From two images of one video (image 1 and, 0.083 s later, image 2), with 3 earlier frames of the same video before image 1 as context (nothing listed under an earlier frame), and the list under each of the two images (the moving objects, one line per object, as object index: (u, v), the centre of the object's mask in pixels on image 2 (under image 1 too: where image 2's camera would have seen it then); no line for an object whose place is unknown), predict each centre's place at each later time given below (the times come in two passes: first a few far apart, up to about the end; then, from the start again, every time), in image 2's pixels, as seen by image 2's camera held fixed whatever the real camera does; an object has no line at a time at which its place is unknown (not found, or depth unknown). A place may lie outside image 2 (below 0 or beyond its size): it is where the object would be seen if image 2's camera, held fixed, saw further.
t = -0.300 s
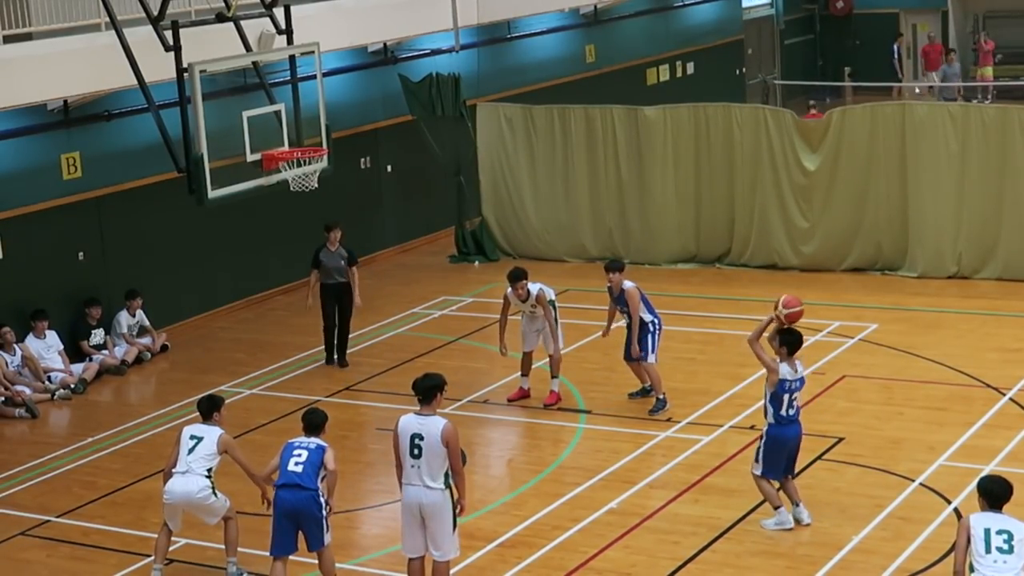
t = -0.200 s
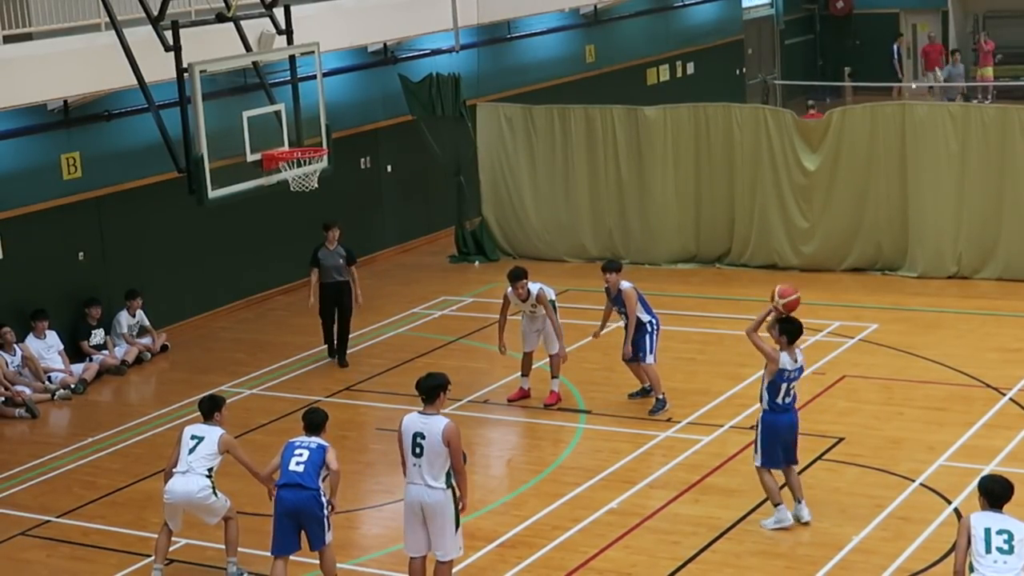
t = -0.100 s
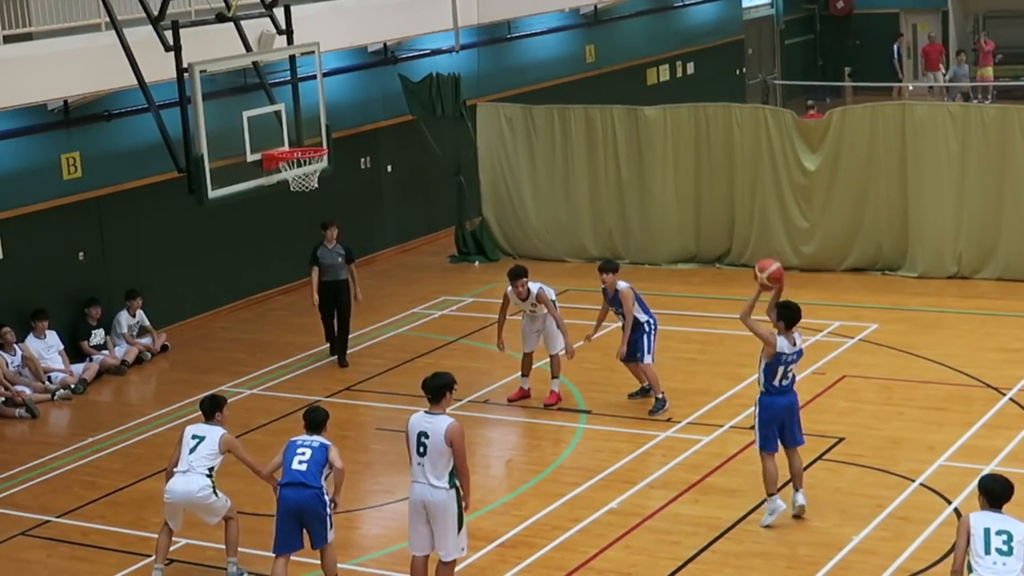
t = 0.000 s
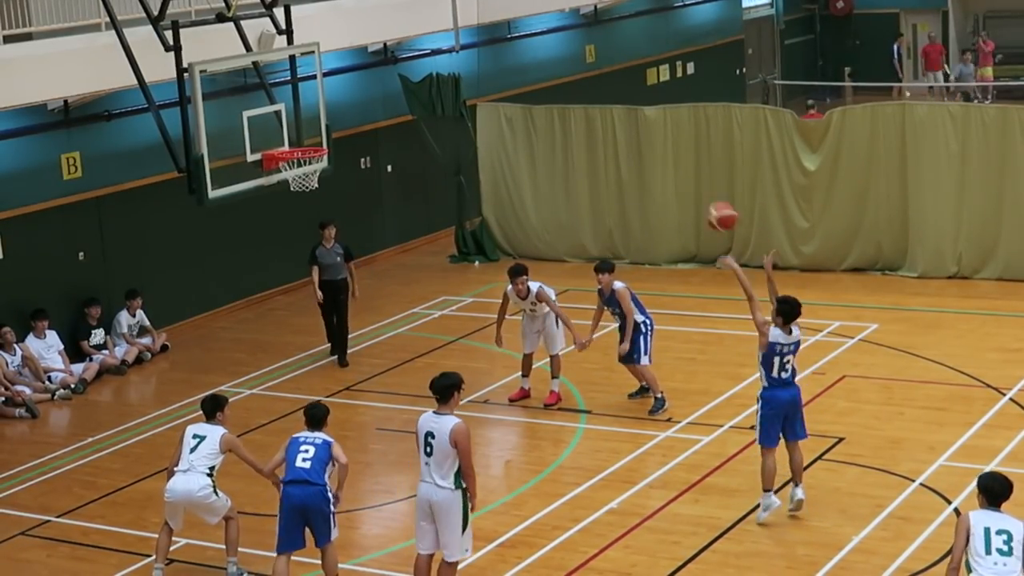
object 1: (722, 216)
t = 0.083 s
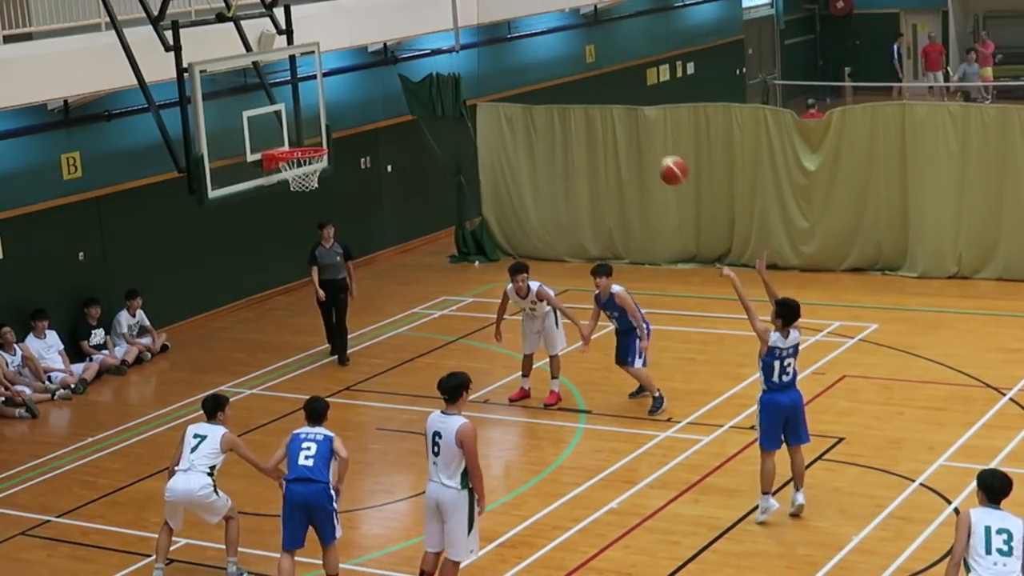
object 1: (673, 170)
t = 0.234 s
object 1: (588, 110)
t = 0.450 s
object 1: (478, 71)
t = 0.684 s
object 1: (371, 89)
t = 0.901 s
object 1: (295, 139)
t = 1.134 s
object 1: (286, 130)
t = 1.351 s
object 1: (281, 178)
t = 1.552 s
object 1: (282, 276)
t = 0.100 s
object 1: (664, 162)
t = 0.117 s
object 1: (654, 154)
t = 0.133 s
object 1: (644, 147)
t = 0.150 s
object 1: (635, 140)
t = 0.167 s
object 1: (625, 133)
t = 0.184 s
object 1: (616, 127)
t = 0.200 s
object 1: (606, 121)
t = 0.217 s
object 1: (597, 115)
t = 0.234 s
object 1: (588, 110)
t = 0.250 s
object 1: (579, 104)
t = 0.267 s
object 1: (570, 100)
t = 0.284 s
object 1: (562, 95)
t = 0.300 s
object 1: (553, 92)
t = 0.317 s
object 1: (544, 88)
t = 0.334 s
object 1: (536, 85)
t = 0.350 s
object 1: (527, 82)
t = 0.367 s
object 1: (518, 79)
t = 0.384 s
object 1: (510, 76)
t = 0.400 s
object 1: (502, 75)
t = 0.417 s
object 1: (493, 73)
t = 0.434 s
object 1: (486, 71)
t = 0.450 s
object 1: (478, 71)
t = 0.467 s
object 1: (470, 70)
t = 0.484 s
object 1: (462, 70)
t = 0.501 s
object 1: (454, 69)
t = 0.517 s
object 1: (448, 70)
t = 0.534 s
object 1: (439, 70)
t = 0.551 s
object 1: (430, 72)
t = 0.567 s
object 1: (423, 73)
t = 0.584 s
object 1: (415, 74)
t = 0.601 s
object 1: (408, 76)
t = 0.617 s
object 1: (400, 78)
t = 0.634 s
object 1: (393, 80)
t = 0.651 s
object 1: (386, 83)
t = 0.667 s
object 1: (379, 86)
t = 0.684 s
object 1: (371, 89)
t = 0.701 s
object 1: (364, 92)
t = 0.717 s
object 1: (357, 96)
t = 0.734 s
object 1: (351, 100)
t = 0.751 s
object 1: (344, 104)
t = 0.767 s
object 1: (336, 109)
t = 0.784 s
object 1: (330, 114)
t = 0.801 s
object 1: (323, 118)
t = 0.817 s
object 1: (317, 125)
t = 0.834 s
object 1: (310, 130)
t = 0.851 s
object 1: (304, 134)
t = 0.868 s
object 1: (297, 140)
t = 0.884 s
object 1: (294, 141)
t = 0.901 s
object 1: (295, 139)
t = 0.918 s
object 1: (293, 137)
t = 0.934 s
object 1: (293, 135)
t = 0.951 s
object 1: (292, 134)
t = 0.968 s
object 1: (292, 132)
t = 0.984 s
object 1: (290, 130)
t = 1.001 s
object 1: (289, 129)
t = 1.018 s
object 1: (289, 129)
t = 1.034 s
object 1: (289, 128)
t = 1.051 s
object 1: (289, 128)
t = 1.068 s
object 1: (288, 128)
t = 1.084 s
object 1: (288, 128)
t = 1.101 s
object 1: (287, 129)
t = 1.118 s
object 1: (286, 129)
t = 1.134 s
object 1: (286, 130)
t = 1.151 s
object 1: (285, 132)
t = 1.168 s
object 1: (284, 134)
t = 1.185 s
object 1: (284, 137)
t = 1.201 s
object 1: (283, 139)
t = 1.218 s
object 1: (282, 142)
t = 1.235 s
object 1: (282, 144)
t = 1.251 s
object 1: (282, 149)
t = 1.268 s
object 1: (282, 152)
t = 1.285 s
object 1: (283, 155)
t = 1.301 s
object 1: (281, 162)
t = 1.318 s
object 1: (280, 166)
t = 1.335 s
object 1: (281, 172)
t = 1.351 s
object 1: (281, 178)
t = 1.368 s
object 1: (281, 185)
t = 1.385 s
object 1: (281, 192)
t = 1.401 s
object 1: (281, 199)
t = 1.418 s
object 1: (281, 206)
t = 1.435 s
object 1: (281, 214)
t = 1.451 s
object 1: (281, 222)
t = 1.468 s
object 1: (281, 230)
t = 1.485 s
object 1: (281, 239)
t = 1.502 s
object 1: (281, 248)
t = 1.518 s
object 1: (282, 257)
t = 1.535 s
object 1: (282, 266)
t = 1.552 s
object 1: (282, 276)
